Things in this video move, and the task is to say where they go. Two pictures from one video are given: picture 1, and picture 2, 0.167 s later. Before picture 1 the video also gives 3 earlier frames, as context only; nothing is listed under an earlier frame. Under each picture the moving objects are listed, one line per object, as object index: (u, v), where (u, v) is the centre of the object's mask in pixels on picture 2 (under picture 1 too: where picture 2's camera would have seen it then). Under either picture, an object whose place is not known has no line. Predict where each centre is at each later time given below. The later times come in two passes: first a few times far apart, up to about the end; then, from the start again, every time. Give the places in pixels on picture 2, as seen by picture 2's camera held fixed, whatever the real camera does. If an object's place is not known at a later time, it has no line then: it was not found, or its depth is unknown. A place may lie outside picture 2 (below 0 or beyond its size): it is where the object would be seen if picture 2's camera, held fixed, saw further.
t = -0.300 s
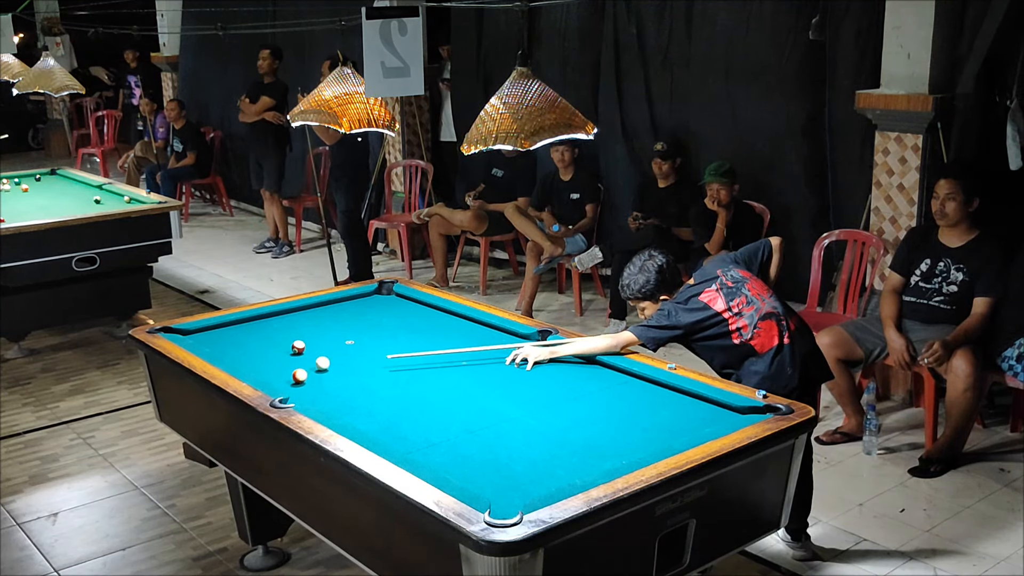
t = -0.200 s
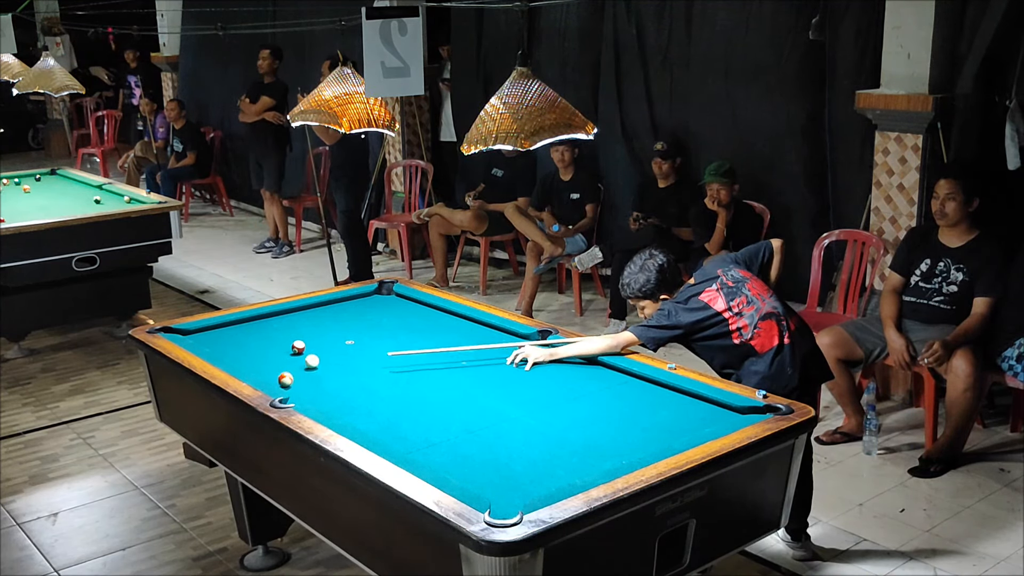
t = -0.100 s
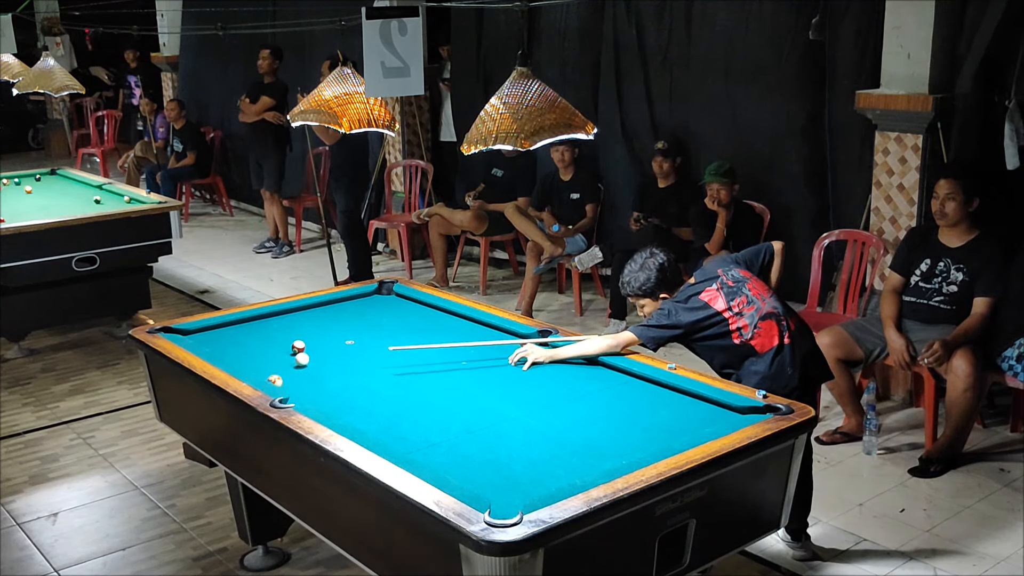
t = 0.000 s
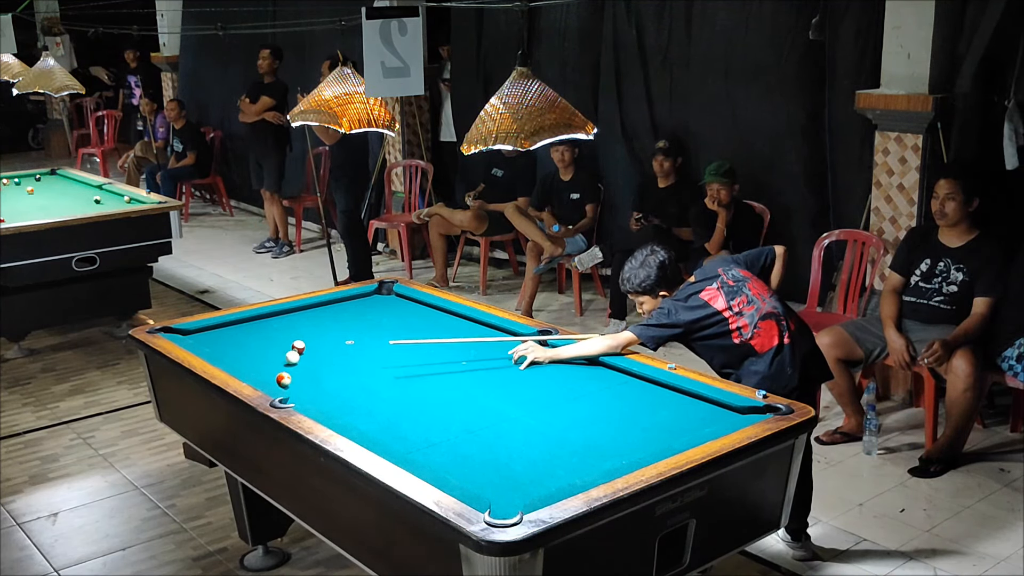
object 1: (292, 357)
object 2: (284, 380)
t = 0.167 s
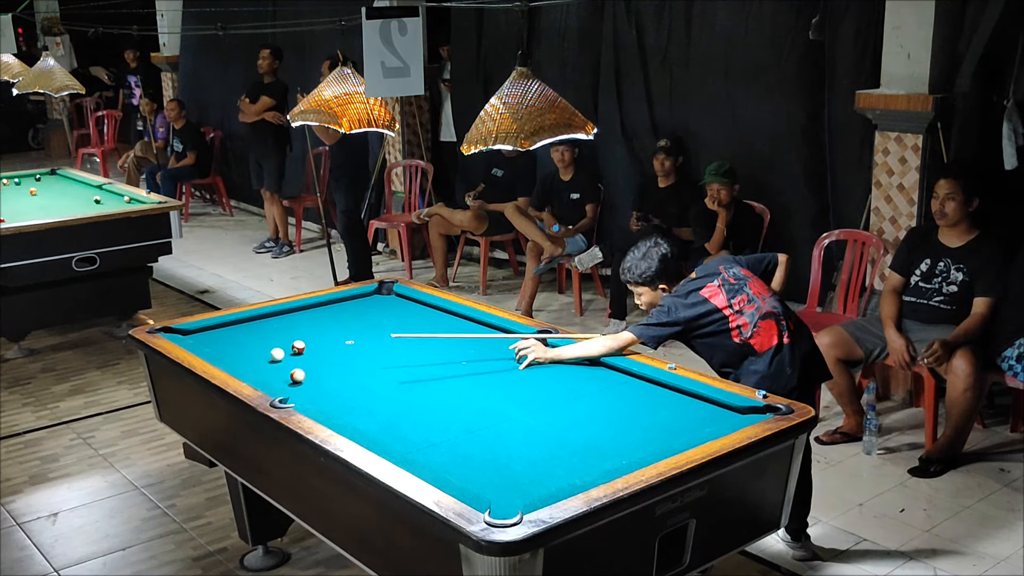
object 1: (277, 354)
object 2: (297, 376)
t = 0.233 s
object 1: (271, 353)
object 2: (302, 374)
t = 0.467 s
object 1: (252, 349)
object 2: (319, 369)
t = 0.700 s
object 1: (235, 346)
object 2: (333, 365)
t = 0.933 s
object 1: (218, 344)
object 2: (345, 362)
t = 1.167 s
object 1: (204, 340)
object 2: (355, 360)
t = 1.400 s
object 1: (194, 338)
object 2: (364, 357)
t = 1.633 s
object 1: (193, 335)
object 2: (370, 355)
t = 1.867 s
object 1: (192, 333)
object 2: (374, 354)
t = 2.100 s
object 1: (191, 332)
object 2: (377, 353)
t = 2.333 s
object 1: (191, 331)
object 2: (379, 353)
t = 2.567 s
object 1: (191, 331)
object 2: (379, 352)
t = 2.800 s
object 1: (191, 332)
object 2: (379, 353)
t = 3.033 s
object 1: (191, 331)
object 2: (379, 353)
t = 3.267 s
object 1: (191, 331)
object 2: (379, 353)
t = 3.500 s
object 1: (191, 331)
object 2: (379, 353)
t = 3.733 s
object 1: (191, 331)
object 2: (379, 353)
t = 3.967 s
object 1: (191, 331)
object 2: (379, 353)
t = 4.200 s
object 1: (191, 331)
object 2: (379, 353)
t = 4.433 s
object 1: (191, 331)
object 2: (379, 353)
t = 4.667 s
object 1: (191, 331)
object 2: (379, 353)
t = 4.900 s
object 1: (191, 331)
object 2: (379, 353)
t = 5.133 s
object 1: (191, 331)
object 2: (379, 353)
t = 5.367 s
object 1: (191, 331)
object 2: (379, 353)
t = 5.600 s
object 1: (191, 331)
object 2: (379, 353)
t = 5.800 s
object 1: (191, 331)
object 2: (379, 353)
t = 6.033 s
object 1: (191, 331)
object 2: (379, 353)
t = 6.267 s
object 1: (191, 331)
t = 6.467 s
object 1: (191, 331)
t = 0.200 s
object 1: (274, 353)
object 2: (300, 375)
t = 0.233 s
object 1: (271, 353)
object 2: (302, 374)
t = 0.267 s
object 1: (268, 352)
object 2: (305, 373)
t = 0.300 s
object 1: (266, 352)
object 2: (307, 372)
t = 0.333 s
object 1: (263, 351)
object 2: (310, 372)
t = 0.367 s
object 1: (260, 351)
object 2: (312, 371)
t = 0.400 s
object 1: (258, 350)
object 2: (315, 371)
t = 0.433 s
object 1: (255, 350)
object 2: (317, 370)
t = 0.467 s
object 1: (252, 349)
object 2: (319, 369)
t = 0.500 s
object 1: (250, 349)
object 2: (321, 369)
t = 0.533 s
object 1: (247, 348)
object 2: (323, 368)
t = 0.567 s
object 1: (244, 348)
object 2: (325, 368)
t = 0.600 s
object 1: (242, 347)
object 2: (327, 367)
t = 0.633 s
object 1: (240, 347)
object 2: (329, 366)
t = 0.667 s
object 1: (237, 347)
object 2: (331, 366)
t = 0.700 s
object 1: (235, 346)
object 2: (333, 365)
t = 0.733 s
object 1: (232, 346)
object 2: (335, 365)
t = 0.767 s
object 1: (230, 345)
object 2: (337, 364)
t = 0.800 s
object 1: (228, 345)
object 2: (338, 364)
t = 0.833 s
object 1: (225, 345)
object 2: (340, 363)
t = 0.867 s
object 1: (223, 344)
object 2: (342, 363)
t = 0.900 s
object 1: (221, 344)
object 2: (344, 362)
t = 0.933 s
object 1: (218, 344)
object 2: (345, 362)
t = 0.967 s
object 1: (216, 343)
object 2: (347, 362)
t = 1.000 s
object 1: (214, 343)
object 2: (348, 361)
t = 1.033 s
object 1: (212, 342)
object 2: (350, 361)
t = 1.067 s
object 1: (210, 342)
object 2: (351, 361)
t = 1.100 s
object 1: (208, 342)
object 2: (353, 360)
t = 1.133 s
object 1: (206, 341)
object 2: (354, 360)
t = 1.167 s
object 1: (204, 340)
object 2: (355, 360)
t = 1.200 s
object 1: (202, 340)
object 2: (357, 359)
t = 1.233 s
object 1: (201, 340)
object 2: (358, 359)
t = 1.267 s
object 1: (199, 339)
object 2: (359, 359)
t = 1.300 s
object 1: (197, 339)
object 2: (360, 358)
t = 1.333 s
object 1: (195, 339)
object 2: (362, 358)
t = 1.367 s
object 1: (194, 338)
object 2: (363, 358)
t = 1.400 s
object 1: (194, 338)
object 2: (364, 357)
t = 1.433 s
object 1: (194, 337)
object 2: (365, 357)
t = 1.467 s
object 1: (194, 337)
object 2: (366, 357)
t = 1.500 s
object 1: (193, 337)
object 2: (367, 356)
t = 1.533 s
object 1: (193, 336)
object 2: (368, 356)
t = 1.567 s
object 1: (193, 336)
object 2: (368, 356)
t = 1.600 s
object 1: (193, 335)
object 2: (369, 355)
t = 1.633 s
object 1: (193, 335)
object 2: (370, 355)
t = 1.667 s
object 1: (193, 335)
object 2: (371, 355)
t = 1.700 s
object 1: (193, 334)
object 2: (371, 355)
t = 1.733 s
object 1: (192, 334)
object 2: (372, 355)
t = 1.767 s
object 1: (192, 334)
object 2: (372, 355)
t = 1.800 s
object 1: (192, 334)
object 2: (373, 354)
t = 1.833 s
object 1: (192, 334)
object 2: (373, 354)
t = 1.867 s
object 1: (192, 333)
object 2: (374, 354)
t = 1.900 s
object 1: (192, 333)
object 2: (375, 354)
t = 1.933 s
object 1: (192, 333)
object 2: (375, 354)
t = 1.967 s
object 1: (192, 333)
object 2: (376, 353)
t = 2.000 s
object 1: (191, 333)
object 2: (376, 353)
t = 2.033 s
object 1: (191, 332)
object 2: (376, 353)
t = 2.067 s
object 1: (191, 332)
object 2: (377, 353)
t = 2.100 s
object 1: (191, 332)
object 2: (377, 353)
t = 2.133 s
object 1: (191, 332)
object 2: (377, 353)
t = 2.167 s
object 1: (191, 331)
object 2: (378, 353)
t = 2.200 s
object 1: (191, 331)
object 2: (378, 353)
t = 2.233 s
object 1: (191, 331)
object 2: (378, 353)
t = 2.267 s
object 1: (191, 331)
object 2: (378, 353)
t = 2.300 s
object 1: (191, 331)
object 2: (379, 353)
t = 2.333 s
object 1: (191, 331)
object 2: (379, 353)
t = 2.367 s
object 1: (191, 331)
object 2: (379, 353)
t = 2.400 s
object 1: (191, 331)
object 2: (379, 353)
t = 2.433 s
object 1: (191, 331)
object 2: (379, 353)
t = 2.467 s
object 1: (191, 331)
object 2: (379, 353)
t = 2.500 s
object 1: (191, 331)
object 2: (379, 353)
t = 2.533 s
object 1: (191, 331)
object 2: (379, 353)
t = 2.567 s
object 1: (191, 331)
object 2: (379, 352)
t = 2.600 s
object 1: (191, 331)
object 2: (379, 353)
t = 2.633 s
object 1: (191, 331)
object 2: (379, 353)
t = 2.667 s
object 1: (191, 331)
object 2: (379, 353)
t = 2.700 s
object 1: (191, 331)
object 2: (379, 353)
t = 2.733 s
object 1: (191, 331)
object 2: (379, 353)
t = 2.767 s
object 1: (191, 332)
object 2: (379, 353)
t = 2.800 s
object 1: (191, 332)
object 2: (379, 353)
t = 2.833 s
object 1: (191, 331)
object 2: (379, 353)
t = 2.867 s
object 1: (191, 331)
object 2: (379, 353)
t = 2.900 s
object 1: (191, 331)
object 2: (379, 353)
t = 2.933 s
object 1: (191, 331)
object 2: (379, 353)
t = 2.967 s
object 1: (191, 331)
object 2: (379, 353)
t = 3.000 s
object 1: (191, 331)
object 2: (379, 353)
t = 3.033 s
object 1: (191, 331)
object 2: (379, 353)
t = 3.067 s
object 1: (191, 331)
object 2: (379, 353)
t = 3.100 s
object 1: (191, 331)
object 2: (379, 353)
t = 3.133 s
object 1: (191, 331)
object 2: (379, 353)
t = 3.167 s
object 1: (191, 331)
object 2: (379, 353)
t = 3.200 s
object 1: (191, 331)
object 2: (379, 353)
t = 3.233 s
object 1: (191, 331)
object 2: (379, 353)
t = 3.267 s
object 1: (191, 331)
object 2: (379, 353)
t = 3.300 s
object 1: (191, 331)
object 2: (379, 353)
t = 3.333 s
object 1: (191, 331)
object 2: (379, 353)
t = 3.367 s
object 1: (191, 331)
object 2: (379, 353)
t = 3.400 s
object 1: (191, 331)
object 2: (379, 353)
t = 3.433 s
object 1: (191, 331)
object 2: (379, 353)
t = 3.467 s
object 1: (191, 331)
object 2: (379, 353)
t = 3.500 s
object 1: (191, 331)
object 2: (379, 353)
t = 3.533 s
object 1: (191, 331)
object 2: (379, 353)
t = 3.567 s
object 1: (191, 331)
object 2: (379, 353)
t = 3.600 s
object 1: (191, 331)
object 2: (379, 353)
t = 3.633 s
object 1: (191, 331)
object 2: (379, 353)
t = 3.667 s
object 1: (191, 331)
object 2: (379, 353)
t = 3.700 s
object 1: (191, 331)
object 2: (379, 353)
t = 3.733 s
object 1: (191, 331)
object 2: (379, 353)
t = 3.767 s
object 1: (191, 331)
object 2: (379, 353)
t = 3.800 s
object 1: (191, 331)
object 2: (379, 353)
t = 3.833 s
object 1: (191, 331)
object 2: (379, 353)
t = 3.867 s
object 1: (191, 331)
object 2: (379, 353)
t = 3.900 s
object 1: (191, 331)
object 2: (379, 353)
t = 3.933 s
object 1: (191, 331)
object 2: (379, 353)
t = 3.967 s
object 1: (191, 331)
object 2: (379, 353)
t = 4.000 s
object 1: (191, 331)
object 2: (379, 353)
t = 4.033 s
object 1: (191, 331)
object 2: (379, 353)
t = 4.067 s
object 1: (191, 331)
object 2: (379, 353)
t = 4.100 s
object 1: (191, 331)
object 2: (379, 353)
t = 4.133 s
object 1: (191, 331)
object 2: (379, 353)
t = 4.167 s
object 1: (191, 331)
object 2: (379, 353)
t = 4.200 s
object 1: (191, 331)
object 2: (379, 353)
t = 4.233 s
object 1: (191, 331)
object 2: (379, 353)
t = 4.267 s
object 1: (191, 331)
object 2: (379, 353)
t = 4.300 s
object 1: (191, 331)
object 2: (379, 353)
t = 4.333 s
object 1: (191, 331)
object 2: (379, 353)
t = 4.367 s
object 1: (191, 331)
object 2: (379, 353)
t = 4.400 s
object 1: (191, 331)
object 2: (379, 353)
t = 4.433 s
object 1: (191, 331)
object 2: (379, 353)
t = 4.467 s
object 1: (191, 331)
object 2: (379, 353)
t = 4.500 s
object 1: (191, 331)
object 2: (379, 353)
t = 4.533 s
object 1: (191, 331)
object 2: (379, 353)
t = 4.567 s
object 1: (191, 331)
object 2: (379, 353)
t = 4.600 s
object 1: (191, 331)
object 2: (379, 353)
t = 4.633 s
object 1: (191, 331)
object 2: (379, 353)
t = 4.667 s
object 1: (191, 331)
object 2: (379, 353)
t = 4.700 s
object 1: (191, 331)
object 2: (379, 353)
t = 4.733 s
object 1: (191, 331)
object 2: (379, 353)
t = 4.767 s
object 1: (191, 331)
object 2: (379, 353)
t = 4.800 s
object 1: (191, 331)
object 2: (379, 353)
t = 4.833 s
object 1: (191, 331)
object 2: (379, 353)
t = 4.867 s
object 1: (191, 331)
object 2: (379, 353)
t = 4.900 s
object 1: (191, 331)
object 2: (379, 353)
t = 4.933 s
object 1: (191, 331)
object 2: (379, 353)
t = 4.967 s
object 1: (191, 331)
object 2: (379, 353)
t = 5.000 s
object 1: (191, 331)
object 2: (379, 353)
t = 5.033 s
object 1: (191, 331)
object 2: (379, 353)
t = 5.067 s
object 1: (191, 331)
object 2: (379, 353)
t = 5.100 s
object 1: (191, 331)
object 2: (379, 353)
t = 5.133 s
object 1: (191, 331)
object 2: (379, 353)
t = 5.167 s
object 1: (191, 331)
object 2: (379, 353)
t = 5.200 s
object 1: (191, 331)
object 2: (379, 353)
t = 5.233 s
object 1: (191, 331)
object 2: (379, 353)
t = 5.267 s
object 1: (191, 331)
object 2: (379, 353)
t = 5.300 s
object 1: (191, 331)
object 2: (379, 353)
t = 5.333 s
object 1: (191, 331)
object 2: (379, 353)
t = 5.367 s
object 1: (191, 331)
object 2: (379, 353)
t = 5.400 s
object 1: (191, 331)
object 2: (379, 353)
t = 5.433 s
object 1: (191, 331)
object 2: (379, 353)
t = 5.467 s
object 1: (191, 331)
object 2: (379, 353)
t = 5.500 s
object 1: (191, 331)
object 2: (379, 353)
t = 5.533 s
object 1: (191, 331)
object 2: (379, 353)
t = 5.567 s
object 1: (191, 331)
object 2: (379, 353)
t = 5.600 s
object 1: (191, 331)
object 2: (379, 353)
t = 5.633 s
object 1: (191, 331)
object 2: (379, 353)
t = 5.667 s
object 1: (191, 331)
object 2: (379, 353)
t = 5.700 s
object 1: (191, 331)
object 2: (379, 353)
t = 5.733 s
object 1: (191, 331)
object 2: (379, 353)
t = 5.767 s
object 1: (191, 331)
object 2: (379, 353)
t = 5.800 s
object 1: (191, 331)
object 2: (379, 353)
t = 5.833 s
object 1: (191, 331)
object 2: (379, 353)
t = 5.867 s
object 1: (191, 331)
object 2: (379, 353)
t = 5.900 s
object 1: (191, 331)
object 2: (379, 353)
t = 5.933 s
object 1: (191, 331)
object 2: (379, 353)
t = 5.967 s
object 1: (191, 331)
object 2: (379, 353)
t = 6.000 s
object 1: (191, 331)
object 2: (379, 353)
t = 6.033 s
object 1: (191, 331)
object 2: (379, 353)
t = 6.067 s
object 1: (191, 331)
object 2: (379, 353)
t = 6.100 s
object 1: (191, 331)
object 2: (379, 353)
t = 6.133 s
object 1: (191, 331)
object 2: (379, 353)
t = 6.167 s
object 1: (191, 331)
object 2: (379, 353)
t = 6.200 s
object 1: (191, 331)
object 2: (379, 353)
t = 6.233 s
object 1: (191, 331)
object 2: (378, 353)
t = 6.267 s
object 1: (191, 331)
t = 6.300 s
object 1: (191, 331)
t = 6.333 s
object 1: (191, 331)
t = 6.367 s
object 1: (191, 331)
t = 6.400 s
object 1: (191, 331)
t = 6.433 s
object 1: (191, 332)
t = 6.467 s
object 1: (191, 331)
